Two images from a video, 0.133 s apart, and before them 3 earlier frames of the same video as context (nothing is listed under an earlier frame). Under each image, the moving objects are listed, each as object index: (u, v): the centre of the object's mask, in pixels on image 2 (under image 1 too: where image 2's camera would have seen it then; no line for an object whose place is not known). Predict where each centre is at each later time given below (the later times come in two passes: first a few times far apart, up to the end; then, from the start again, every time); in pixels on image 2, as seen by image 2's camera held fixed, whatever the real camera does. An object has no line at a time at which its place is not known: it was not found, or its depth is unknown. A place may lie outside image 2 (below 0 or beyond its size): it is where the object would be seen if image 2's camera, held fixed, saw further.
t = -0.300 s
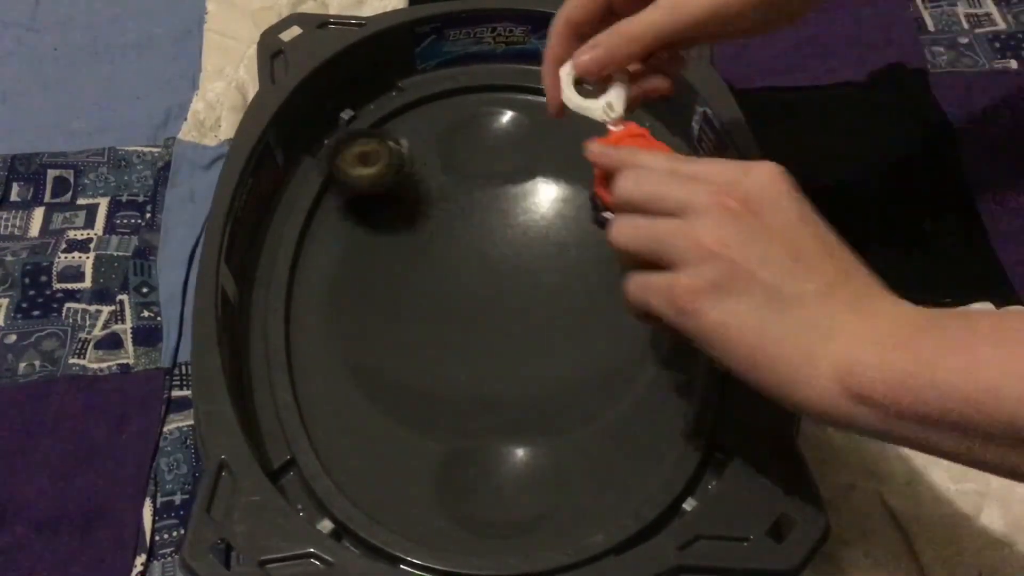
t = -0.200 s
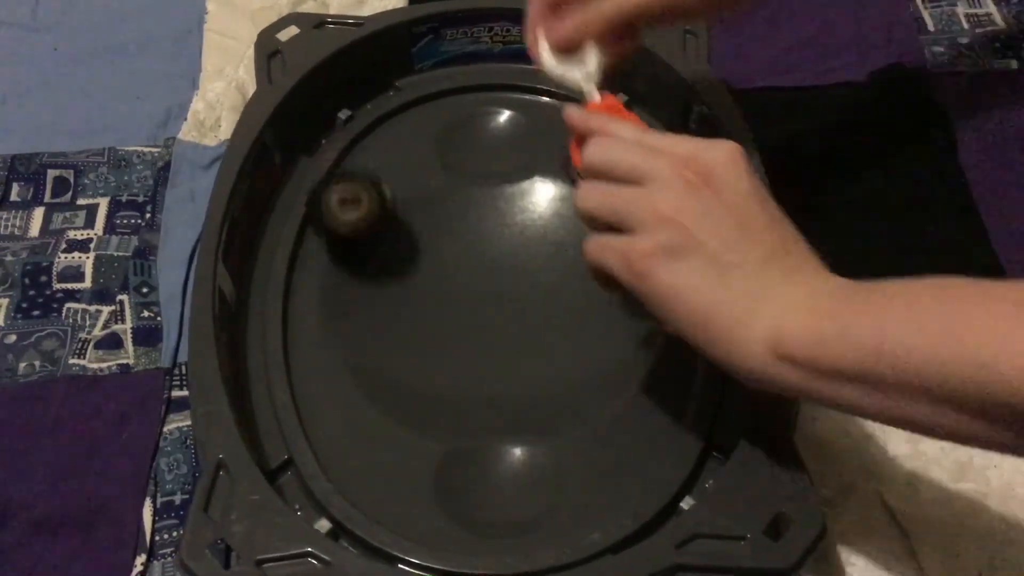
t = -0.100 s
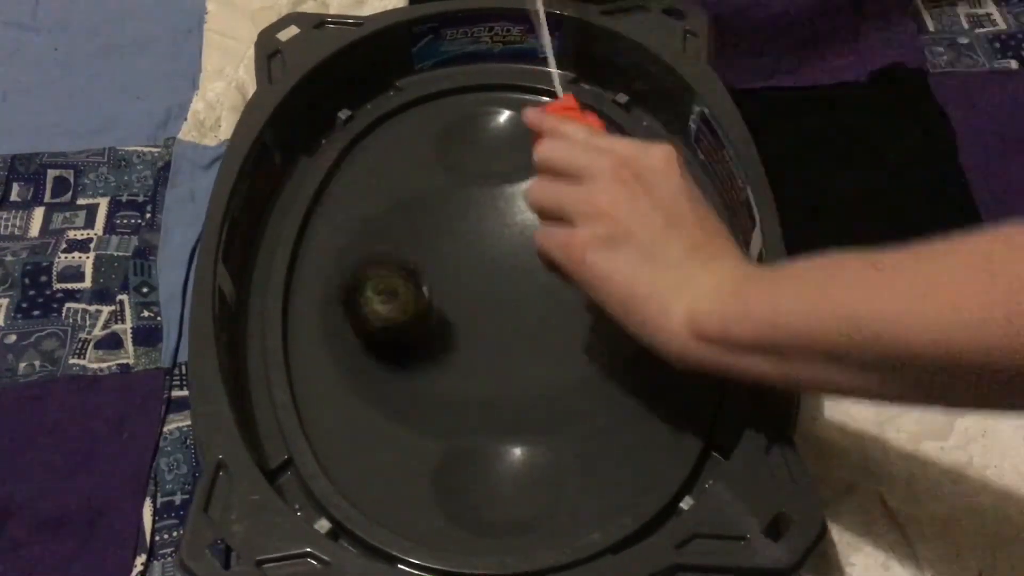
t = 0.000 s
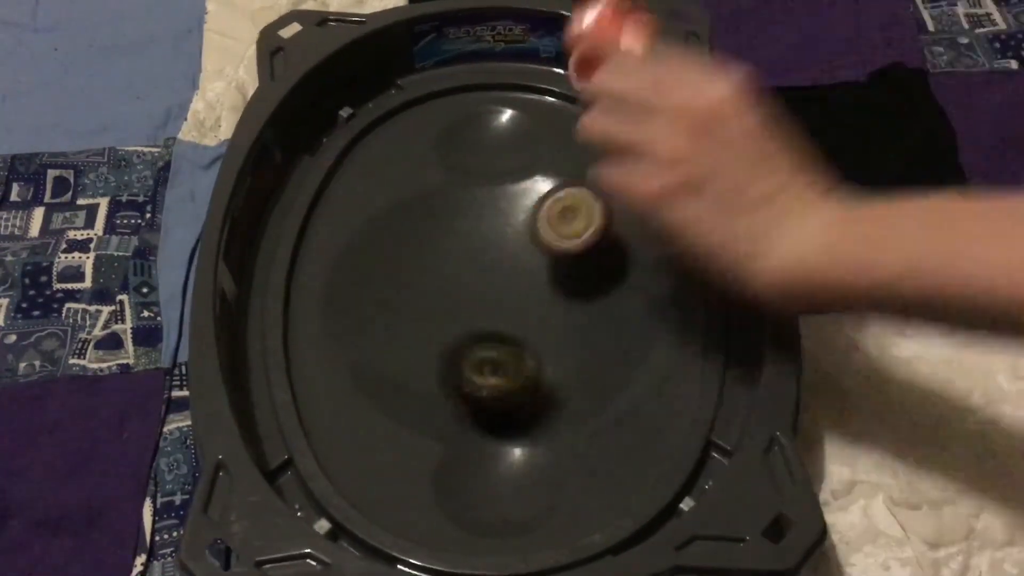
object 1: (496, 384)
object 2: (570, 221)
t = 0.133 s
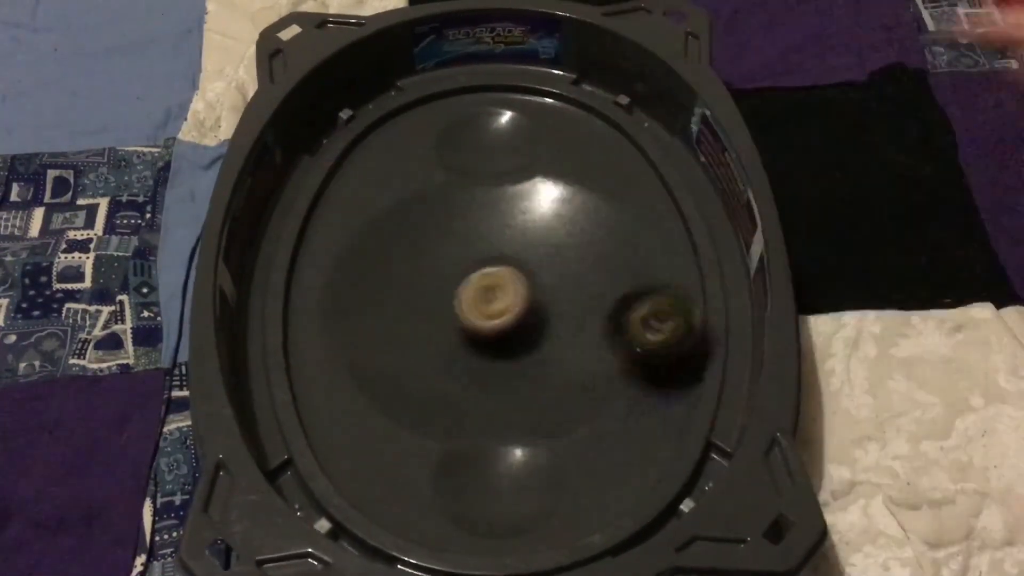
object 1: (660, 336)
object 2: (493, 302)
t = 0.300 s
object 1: (611, 209)
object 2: (371, 293)
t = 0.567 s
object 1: (403, 143)
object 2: (409, 232)
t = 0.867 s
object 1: (419, 118)
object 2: (560, 408)
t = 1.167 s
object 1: (457, 105)
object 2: (433, 288)
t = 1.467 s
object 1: (538, 135)
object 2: (437, 209)
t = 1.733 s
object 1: (459, 141)
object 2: (503, 357)
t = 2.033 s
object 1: (500, 332)
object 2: (354, 318)
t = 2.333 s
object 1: (566, 327)
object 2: (541, 216)
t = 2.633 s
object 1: (514, 326)
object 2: (627, 287)
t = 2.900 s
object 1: (365, 324)
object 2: (548, 371)
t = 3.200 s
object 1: (325, 252)
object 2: (508, 285)
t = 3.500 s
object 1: (371, 158)
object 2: (590, 217)
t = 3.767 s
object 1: (458, 104)
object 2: (544, 283)
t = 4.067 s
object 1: (515, 142)
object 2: (456, 196)
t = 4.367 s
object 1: (460, 135)
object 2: (467, 270)
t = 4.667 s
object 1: (512, 317)
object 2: (377, 294)
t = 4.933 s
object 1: (580, 337)
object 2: (427, 263)
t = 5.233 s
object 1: (629, 268)
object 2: (406, 288)
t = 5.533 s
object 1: (524, 232)
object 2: (463, 305)
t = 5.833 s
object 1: (428, 219)
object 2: (486, 351)
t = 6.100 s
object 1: (433, 277)
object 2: (494, 329)
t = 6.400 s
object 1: (467, 287)
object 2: (567, 315)
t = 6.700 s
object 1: (469, 259)
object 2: (575, 275)
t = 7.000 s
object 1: (444, 303)
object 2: (520, 226)
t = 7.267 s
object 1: (494, 344)
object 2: (475, 222)
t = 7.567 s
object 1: (527, 272)
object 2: (438, 269)
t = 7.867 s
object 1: (469, 245)
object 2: (444, 333)
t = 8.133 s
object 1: (466, 286)
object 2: (502, 361)
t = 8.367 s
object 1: (482, 280)
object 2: (562, 339)
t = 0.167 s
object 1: (683, 309)
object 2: (466, 309)
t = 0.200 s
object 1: (673, 285)
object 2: (439, 310)
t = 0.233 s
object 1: (659, 261)
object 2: (413, 307)
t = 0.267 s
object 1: (639, 235)
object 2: (391, 302)
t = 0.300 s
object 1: (611, 209)
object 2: (371, 293)
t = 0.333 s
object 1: (575, 188)
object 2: (357, 282)
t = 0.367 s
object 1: (525, 170)
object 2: (349, 271)
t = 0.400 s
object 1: (479, 158)
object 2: (346, 258)
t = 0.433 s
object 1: (443, 140)
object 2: (348, 249)
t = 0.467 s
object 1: (415, 123)
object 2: (356, 236)
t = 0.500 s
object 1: (405, 126)
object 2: (370, 228)
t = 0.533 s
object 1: (405, 142)
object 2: (387, 219)
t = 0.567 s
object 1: (403, 143)
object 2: (409, 232)
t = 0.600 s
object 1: (398, 132)
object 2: (434, 273)
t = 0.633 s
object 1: (400, 127)
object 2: (461, 311)
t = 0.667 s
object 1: (406, 125)
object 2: (485, 337)
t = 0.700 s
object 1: (410, 124)
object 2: (507, 360)
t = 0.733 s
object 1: (411, 121)
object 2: (525, 379)
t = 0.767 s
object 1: (413, 119)
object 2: (539, 392)
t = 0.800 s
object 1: (416, 120)
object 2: (551, 400)
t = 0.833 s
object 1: (418, 120)
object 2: (558, 407)
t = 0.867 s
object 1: (419, 118)
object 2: (560, 408)
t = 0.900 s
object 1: (413, 110)
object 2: (559, 406)
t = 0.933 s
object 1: (415, 108)
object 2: (552, 399)
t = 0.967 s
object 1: (419, 107)
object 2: (541, 391)
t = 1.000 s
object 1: (430, 113)
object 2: (530, 381)
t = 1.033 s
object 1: (426, 104)
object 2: (512, 365)
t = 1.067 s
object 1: (430, 101)
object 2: (494, 345)
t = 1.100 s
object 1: (437, 100)
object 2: (473, 328)
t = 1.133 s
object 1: (451, 106)
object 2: (452, 306)
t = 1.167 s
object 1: (457, 105)
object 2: (433, 288)
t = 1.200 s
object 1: (461, 106)
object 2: (413, 270)
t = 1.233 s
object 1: (466, 112)
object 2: (396, 254)
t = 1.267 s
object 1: (471, 125)
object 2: (385, 242)
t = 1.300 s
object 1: (479, 139)
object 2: (379, 227)
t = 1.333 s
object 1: (490, 149)
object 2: (380, 217)
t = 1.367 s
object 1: (505, 154)
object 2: (387, 209)
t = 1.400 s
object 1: (520, 153)
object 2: (398, 204)
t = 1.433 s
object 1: (533, 146)
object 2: (417, 205)
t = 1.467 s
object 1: (538, 135)
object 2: (437, 209)
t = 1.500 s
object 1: (539, 123)
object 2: (459, 219)
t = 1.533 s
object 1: (529, 104)
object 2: (479, 234)
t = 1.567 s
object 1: (524, 102)
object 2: (495, 254)
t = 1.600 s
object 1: (515, 99)
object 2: (506, 275)
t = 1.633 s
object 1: (501, 107)
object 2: (514, 298)
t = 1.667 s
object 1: (485, 118)
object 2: (516, 321)
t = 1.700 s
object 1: (470, 132)
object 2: (512, 340)
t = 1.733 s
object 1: (459, 141)
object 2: (503, 357)
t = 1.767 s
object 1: (467, 164)
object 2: (490, 369)
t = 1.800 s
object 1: (473, 186)
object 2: (473, 379)
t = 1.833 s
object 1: (477, 214)
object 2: (452, 383)
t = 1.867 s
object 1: (476, 242)
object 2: (432, 383)
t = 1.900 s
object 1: (474, 268)
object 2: (412, 378)
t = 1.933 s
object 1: (475, 290)
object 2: (393, 369)
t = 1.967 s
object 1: (479, 307)
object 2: (377, 358)
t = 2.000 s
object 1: (488, 322)
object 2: (363, 336)
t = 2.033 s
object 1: (500, 332)
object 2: (354, 318)
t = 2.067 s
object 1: (515, 338)
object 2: (352, 298)
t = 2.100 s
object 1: (530, 341)
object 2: (360, 279)
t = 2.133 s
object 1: (540, 339)
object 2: (377, 261)
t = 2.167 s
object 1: (548, 335)
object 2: (401, 248)
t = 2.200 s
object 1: (554, 329)
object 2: (431, 240)
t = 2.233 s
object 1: (557, 323)
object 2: (462, 236)
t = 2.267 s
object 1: (558, 318)
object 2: (498, 236)
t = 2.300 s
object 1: (560, 318)
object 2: (525, 234)
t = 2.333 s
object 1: (566, 327)
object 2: (541, 216)
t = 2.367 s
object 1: (569, 330)
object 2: (556, 206)
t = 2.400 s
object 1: (570, 332)
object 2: (572, 203)
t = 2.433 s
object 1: (570, 332)
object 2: (583, 203)
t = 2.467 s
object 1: (567, 330)
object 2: (593, 209)
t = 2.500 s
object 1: (563, 328)
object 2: (605, 220)
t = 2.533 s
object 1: (558, 325)
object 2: (613, 237)
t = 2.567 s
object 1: (549, 322)
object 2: (616, 254)
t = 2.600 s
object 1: (531, 324)
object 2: (624, 269)
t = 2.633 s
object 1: (514, 326)
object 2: (627, 287)
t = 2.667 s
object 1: (498, 328)
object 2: (626, 308)
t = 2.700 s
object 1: (484, 330)
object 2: (614, 326)
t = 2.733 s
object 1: (471, 333)
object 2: (597, 344)
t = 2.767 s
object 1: (461, 337)
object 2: (574, 359)
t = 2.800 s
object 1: (452, 341)
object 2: (545, 366)
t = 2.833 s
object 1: (435, 341)
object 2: (529, 369)
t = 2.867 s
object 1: (396, 333)
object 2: (542, 373)
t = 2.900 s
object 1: (365, 324)
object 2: (548, 371)
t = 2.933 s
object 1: (341, 314)
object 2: (547, 368)
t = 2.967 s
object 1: (322, 308)
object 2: (541, 363)
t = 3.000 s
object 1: (319, 301)
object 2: (532, 358)
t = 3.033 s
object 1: (322, 296)
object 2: (522, 349)
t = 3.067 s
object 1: (319, 278)
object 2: (513, 339)
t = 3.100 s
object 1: (321, 271)
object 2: (508, 328)
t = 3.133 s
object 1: (330, 274)
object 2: (505, 317)
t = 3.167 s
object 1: (328, 263)
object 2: (506, 302)
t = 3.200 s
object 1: (325, 252)
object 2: (508, 285)
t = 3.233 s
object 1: (327, 242)
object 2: (512, 270)
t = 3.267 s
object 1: (333, 235)
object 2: (519, 255)
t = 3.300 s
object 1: (328, 214)
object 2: (528, 241)
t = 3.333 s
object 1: (332, 201)
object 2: (539, 230)
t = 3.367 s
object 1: (347, 204)
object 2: (549, 222)
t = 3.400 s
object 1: (352, 193)
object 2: (560, 216)
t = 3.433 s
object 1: (357, 181)
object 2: (572, 214)
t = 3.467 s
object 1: (364, 171)
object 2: (582, 214)
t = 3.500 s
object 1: (371, 158)
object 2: (590, 217)
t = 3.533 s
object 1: (379, 148)
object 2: (598, 221)
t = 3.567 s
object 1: (386, 136)
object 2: (603, 230)
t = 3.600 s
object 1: (395, 129)
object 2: (605, 243)
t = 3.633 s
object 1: (407, 122)
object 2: (601, 257)
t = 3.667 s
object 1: (412, 104)
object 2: (591, 268)
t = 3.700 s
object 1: (431, 110)
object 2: (577, 278)
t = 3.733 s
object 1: (444, 106)
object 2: (563, 281)
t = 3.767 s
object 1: (458, 104)
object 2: (544, 283)
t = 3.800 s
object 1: (470, 102)
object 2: (524, 280)
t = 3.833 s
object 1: (479, 104)
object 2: (505, 273)
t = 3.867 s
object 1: (486, 110)
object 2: (489, 264)
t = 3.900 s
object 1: (491, 122)
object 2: (476, 254)
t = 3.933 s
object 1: (495, 132)
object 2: (465, 242)
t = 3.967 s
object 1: (499, 139)
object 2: (457, 230)
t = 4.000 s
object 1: (505, 143)
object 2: (454, 218)
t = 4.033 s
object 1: (511, 145)
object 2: (451, 203)
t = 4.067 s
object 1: (515, 142)
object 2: (456, 196)
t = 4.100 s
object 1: (518, 138)
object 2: (458, 186)
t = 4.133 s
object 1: (520, 132)
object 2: (465, 179)
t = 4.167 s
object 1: (519, 125)
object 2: (474, 176)
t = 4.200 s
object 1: (517, 114)
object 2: (476, 192)
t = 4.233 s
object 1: (511, 105)
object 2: (478, 212)
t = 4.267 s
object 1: (500, 103)
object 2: (478, 227)
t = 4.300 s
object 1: (484, 107)
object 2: (477, 242)
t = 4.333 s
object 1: (469, 119)
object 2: (473, 257)
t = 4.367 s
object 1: (460, 135)
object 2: (467, 270)
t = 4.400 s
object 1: (465, 154)
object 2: (459, 282)
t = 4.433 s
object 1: (477, 174)
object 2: (449, 292)
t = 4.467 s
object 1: (489, 199)
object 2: (438, 299)
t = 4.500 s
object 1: (497, 225)
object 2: (426, 304)
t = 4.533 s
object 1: (500, 250)
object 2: (415, 306)
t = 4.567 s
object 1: (500, 272)
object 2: (403, 306)
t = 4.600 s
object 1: (501, 289)
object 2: (394, 304)
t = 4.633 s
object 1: (505, 304)
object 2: (385, 299)
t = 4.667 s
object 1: (512, 317)
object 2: (377, 294)
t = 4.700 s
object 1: (521, 328)
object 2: (374, 287)
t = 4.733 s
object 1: (531, 336)
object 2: (372, 278)
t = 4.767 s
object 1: (541, 342)
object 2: (374, 271)
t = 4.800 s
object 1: (553, 346)
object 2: (380, 266)
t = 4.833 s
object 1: (563, 347)
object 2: (388, 263)
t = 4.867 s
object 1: (570, 345)
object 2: (401, 262)
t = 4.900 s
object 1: (577, 341)
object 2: (415, 261)
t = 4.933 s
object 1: (580, 337)
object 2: (427, 263)
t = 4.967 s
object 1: (579, 332)
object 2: (439, 268)
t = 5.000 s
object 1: (576, 325)
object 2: (451, 275)
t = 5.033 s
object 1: (569, 320)
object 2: (463, 283)
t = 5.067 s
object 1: (574, 315)
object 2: (459, 290)
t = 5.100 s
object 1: (603, 308)
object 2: (434, 289)
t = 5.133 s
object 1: (620, 300)
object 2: (415, 288)
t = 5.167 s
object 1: (629, 289)
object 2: (405, 289)
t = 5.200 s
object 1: (632, 278)
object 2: (402, 288)
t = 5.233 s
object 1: (629, 268)
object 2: (406, 288)
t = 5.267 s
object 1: (622, 259)
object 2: (413, 287)
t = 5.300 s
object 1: (610, 252)
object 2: (422, 286)
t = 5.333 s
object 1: (595, 247)
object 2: (434, 285)
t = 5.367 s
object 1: (577, 246)
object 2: (446, 282)
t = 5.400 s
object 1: (558, 247)
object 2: (457, 280)
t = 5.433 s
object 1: (543, 247)
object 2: (466, 283)
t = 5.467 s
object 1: (540, 238)
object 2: (459, 294)
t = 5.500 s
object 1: (534, 233)
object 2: (461, 301)
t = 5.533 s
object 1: (524, 232)
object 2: (463, 305)
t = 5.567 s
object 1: (513, 233)
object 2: (466, 307)
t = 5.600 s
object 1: (501, 235)
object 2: (468, 309)
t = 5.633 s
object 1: (489, 238)
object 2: (472, 310)
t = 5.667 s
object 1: (477, 242)
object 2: (475, 311)
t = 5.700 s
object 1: (467, 237)
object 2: (482, 329)
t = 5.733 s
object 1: (458, 227)
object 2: (484, 339)
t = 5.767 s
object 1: (449, 221)
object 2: (487, 346)
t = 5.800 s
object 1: (439, 219)
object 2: (486, 349)
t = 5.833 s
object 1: (428, 219)
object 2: (486, 351)
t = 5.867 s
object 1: (420, 222)
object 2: (485, 351)
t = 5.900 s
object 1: (414, 227)
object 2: (484, 350)
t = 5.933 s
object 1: (411, 234)
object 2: (482, 349)
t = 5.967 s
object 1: (410, 244)
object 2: (482, 347)
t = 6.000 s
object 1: (413, 253)
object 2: (481, 342)
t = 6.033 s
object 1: (420, 264)
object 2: (482, 338)
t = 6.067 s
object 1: (427, 272)
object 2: (484, 333)
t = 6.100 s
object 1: (433, 277)
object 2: (494, 329)
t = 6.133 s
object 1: (431, 274)
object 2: (522, 332)
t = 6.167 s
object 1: (430, 272)
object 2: (541, 331)
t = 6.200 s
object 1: (430, 272)
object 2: (556, 332)
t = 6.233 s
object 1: (431, 275)
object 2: (563, 328)
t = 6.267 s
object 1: (435, 278)
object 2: (568, 327)
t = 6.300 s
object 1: (440, 281)
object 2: (570, 325)
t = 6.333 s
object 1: (448, 284)
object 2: (572, 323)
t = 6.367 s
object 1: (456, 285)
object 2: (570, 319)
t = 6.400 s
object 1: (467, 287)
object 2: (567, 315)
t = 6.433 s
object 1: (477, 287)
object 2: (564, 311)
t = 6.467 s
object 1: (484, 284)
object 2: (562, 307)
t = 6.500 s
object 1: (487, 280)
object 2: (565, 304)
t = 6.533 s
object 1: (489, 276)
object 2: (568, 296)
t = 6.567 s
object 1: (490, 272)
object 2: (570, 291)
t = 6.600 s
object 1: (485, 267)
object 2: (577, 288)
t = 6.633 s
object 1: (480, 263)
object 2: (580, 284)
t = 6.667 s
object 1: (474, 260)
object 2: (578, 279)
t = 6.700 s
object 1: (469, 259)
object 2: (575, 275)
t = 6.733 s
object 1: (464, 259)
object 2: (569, 270)
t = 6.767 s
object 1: (460, 261)
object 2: (563, 265)
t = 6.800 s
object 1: (458, 263)
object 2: (555, 260)
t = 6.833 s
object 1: (456, 266)
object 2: (548, 256)
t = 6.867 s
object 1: (456, 271)
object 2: (539, 250)
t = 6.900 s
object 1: (457, 275)
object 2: (533, 246)
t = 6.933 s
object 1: (454, 282)
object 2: (527, 238)
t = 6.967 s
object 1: (447, 293)
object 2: (525, 232)
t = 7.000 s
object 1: (444, 303)
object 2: (520, 226)
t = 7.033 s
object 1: (444, 312)
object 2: (512, 223)
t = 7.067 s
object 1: (445, 321)
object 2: (507, 221)
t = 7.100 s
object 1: (449, 329)
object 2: (501, 219)
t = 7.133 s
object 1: (455, 337)
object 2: (495, 218)
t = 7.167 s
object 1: (463, 342)
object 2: (490, 218)
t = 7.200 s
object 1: (473, 345)
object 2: (485, 219)
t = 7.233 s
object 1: (483, 346)
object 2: (480, 220)
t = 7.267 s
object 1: (494, 344)
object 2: (475, 222)
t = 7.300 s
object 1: (503, 341)
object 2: (471, 223)
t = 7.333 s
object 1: (512, 336)
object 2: (466, 228)
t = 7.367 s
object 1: (520, 328)
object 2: (461, 233)
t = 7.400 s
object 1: (527, 320)
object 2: (457, 237)
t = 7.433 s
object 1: (531, 311)
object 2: (452, 241)
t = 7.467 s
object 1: (533, 301)
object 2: (448, 246)
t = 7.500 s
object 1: (534, 291)
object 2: (444, 252)
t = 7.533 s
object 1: (532, 281)
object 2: (440, 260)
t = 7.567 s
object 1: (527, 272)
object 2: (438, 269)
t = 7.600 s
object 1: (522, 263)
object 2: (437, 277)
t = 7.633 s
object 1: (517, 255)
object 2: (434, 283)
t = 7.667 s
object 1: (512, 248)
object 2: (433, 292)
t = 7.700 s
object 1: (506, 242)
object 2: (432, 300)
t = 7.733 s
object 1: (498, 239)
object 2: (434, 308)
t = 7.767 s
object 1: (490, 237)
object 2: (436, 317)
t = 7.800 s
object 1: (482, 238)
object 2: (438, 321)
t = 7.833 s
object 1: (475, 241)
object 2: (441, 329)
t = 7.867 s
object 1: (469, 245)
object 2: (444, 333)
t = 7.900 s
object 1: (464, 251)
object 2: (449, 337)
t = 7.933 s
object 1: (461, 258)
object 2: (456, 342)
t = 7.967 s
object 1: (459, 264)
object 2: (461, 344)
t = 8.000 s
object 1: (459, 271)
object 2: (468, 344)
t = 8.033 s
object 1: (459, 277)
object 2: (475, 350)
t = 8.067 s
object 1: (460, 280)
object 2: (483, 352)
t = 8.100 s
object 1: (463, 283)
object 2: (493, 359)
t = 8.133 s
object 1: (466, 286)
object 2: (502, 361)
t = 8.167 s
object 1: (469, 288)
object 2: (510, 360)
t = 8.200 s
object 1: (473, 289)
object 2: (519, 361)
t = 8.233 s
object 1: (478, 290)
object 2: (527, 358)
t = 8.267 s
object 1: (483, 290)
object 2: (531, 355)
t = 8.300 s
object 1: (485, 288)
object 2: (542, 349)
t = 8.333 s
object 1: (484, 284)
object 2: (554, 344)
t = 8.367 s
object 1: (482, 280)
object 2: (562, 339)
